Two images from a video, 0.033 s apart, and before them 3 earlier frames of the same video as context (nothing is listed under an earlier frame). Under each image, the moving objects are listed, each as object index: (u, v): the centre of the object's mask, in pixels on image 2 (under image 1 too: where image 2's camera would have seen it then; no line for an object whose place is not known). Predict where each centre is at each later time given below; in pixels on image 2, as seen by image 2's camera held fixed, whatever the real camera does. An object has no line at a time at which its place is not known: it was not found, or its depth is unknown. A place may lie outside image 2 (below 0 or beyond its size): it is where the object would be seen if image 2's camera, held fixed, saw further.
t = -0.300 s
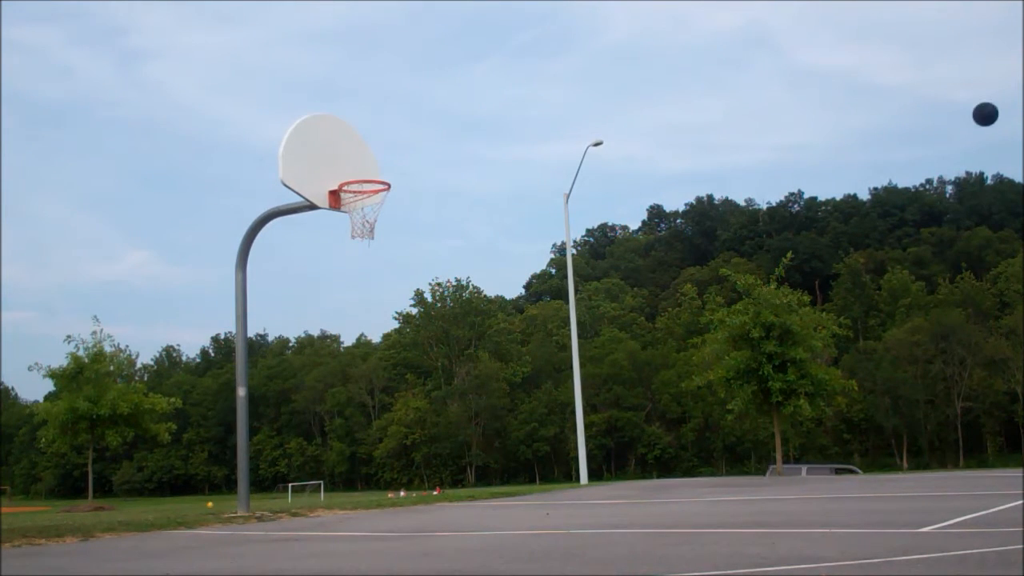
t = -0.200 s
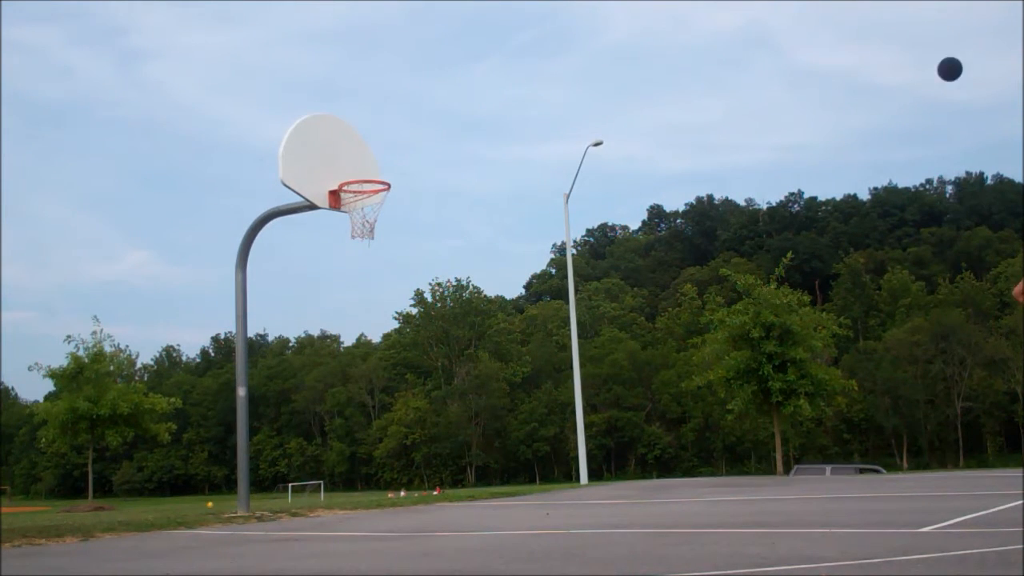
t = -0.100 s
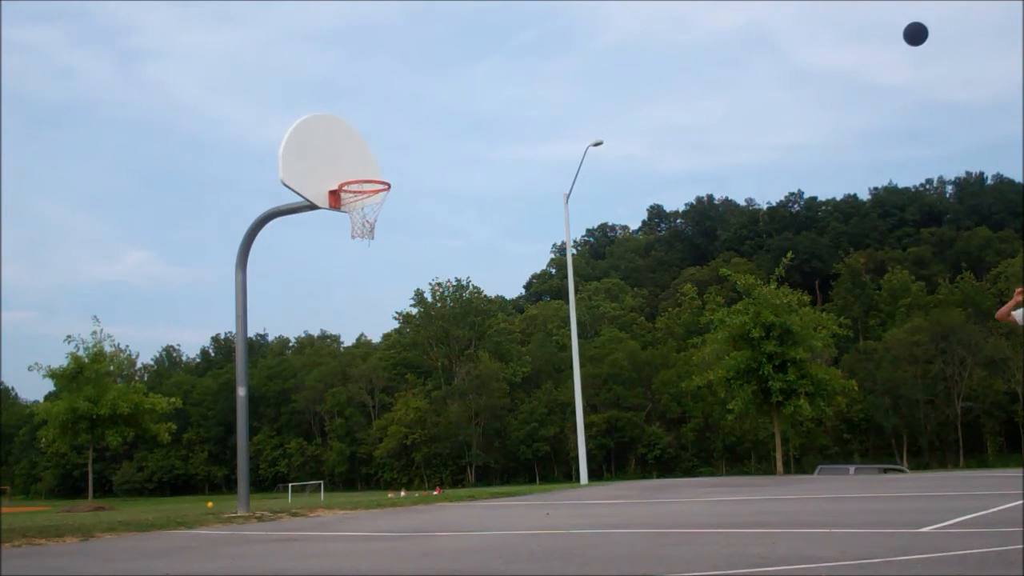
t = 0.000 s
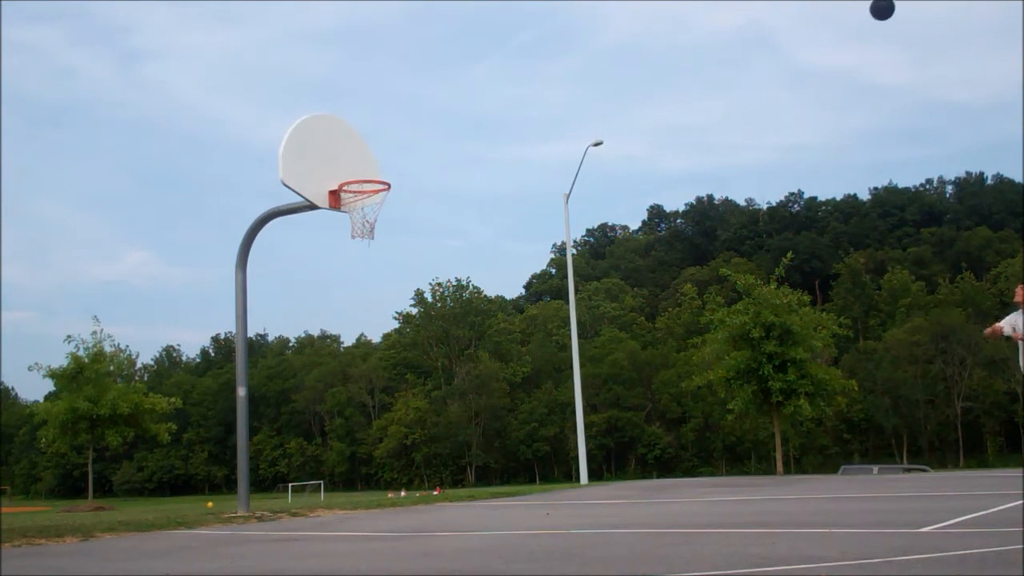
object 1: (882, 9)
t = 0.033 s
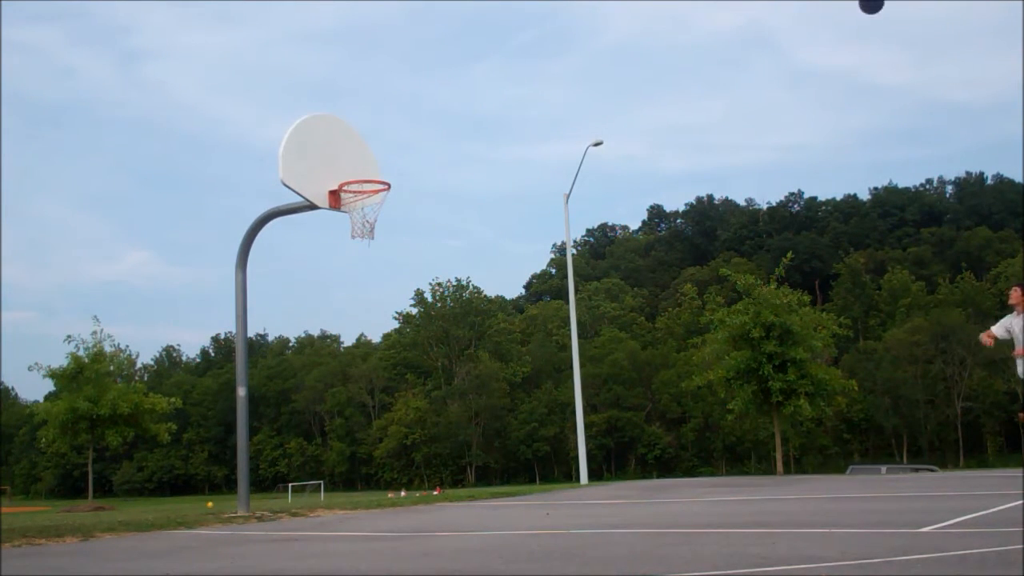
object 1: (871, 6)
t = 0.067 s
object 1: (860, 4)
